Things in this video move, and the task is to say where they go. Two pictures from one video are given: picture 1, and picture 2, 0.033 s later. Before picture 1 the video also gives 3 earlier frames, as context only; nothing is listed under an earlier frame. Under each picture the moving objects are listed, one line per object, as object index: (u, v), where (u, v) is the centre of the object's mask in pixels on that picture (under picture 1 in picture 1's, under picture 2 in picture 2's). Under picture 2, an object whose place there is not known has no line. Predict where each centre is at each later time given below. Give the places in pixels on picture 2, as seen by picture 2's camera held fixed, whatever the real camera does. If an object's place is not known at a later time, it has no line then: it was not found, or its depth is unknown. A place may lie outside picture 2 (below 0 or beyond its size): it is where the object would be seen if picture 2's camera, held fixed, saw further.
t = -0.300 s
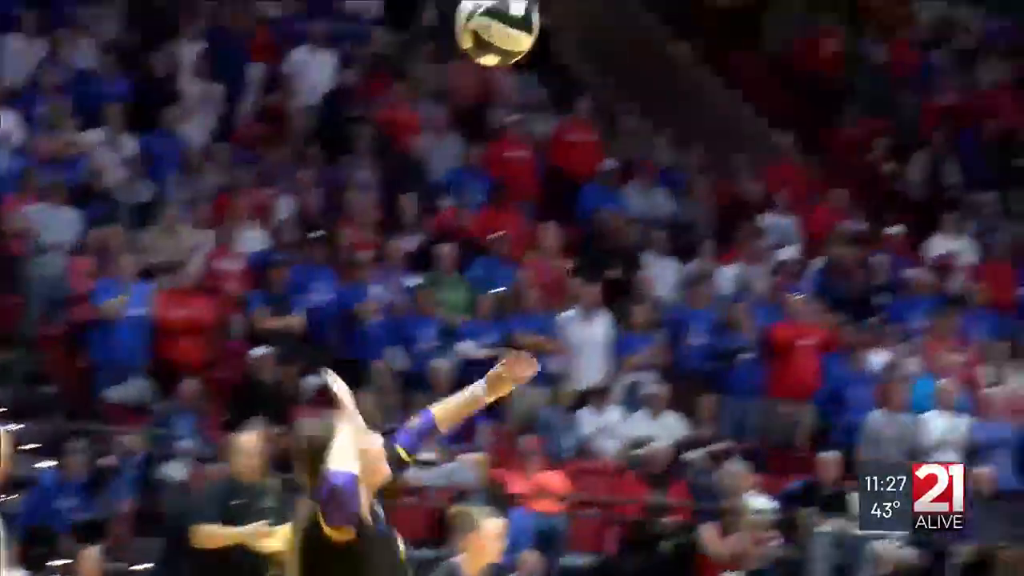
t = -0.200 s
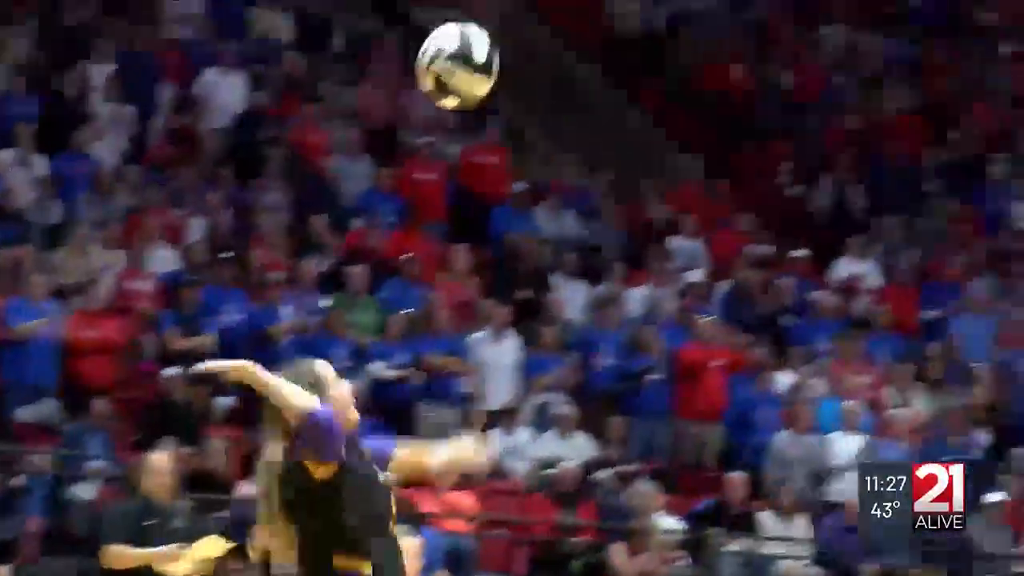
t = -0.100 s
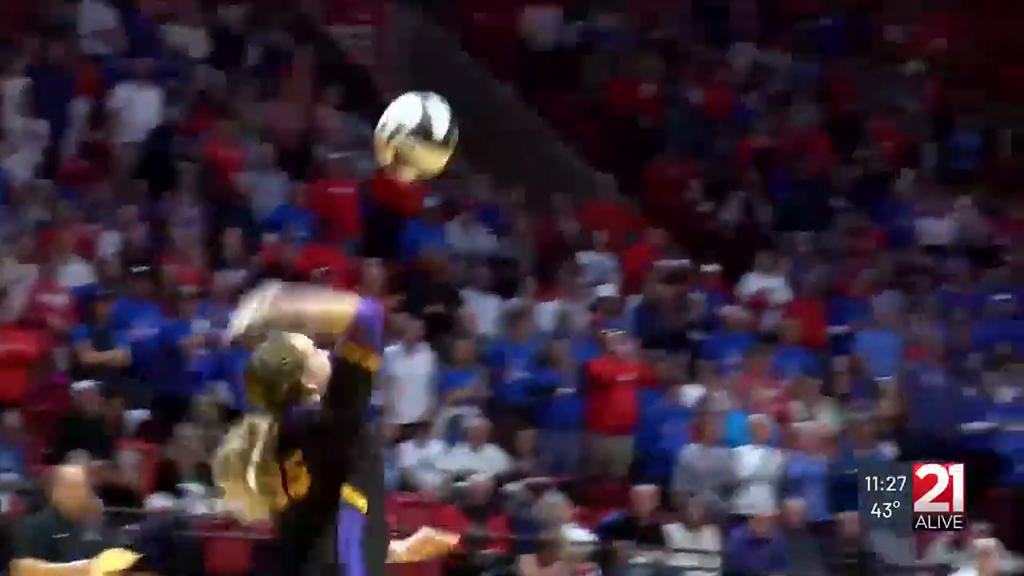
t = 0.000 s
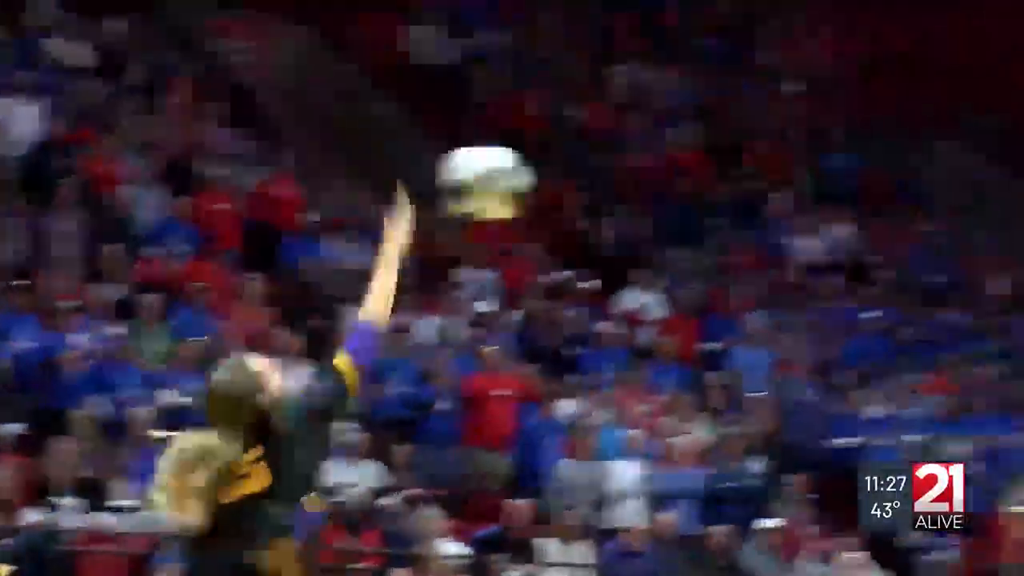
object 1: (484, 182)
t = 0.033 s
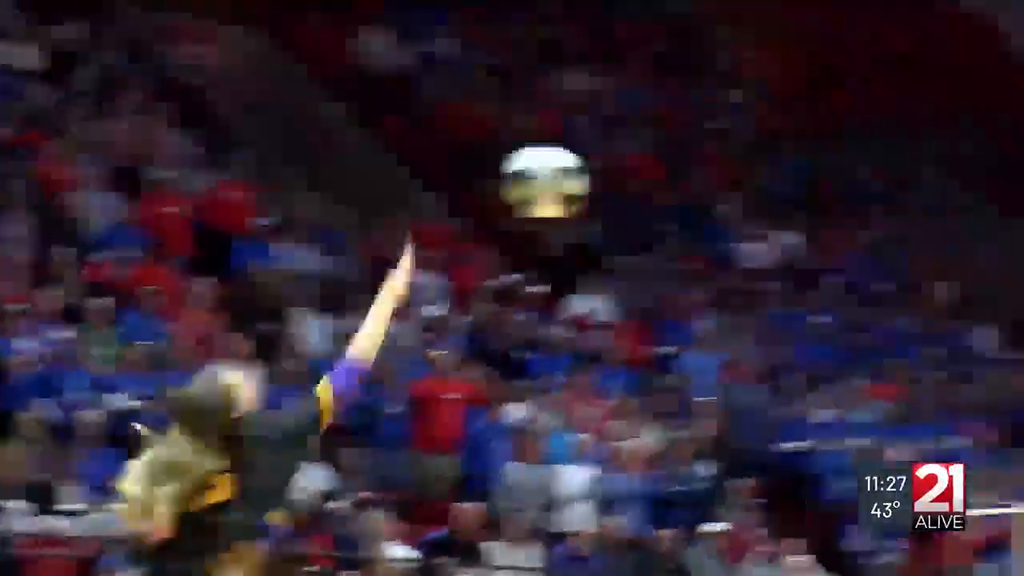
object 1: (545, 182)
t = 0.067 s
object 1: (644, 179)
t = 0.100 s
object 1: (738, 178)
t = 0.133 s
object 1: (826, 178)
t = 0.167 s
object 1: (909, 179)
